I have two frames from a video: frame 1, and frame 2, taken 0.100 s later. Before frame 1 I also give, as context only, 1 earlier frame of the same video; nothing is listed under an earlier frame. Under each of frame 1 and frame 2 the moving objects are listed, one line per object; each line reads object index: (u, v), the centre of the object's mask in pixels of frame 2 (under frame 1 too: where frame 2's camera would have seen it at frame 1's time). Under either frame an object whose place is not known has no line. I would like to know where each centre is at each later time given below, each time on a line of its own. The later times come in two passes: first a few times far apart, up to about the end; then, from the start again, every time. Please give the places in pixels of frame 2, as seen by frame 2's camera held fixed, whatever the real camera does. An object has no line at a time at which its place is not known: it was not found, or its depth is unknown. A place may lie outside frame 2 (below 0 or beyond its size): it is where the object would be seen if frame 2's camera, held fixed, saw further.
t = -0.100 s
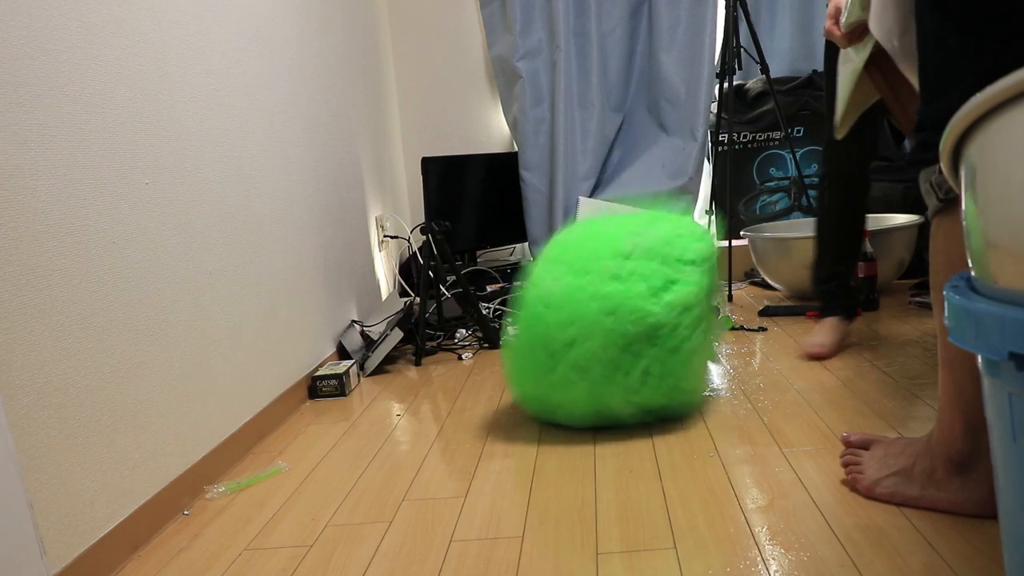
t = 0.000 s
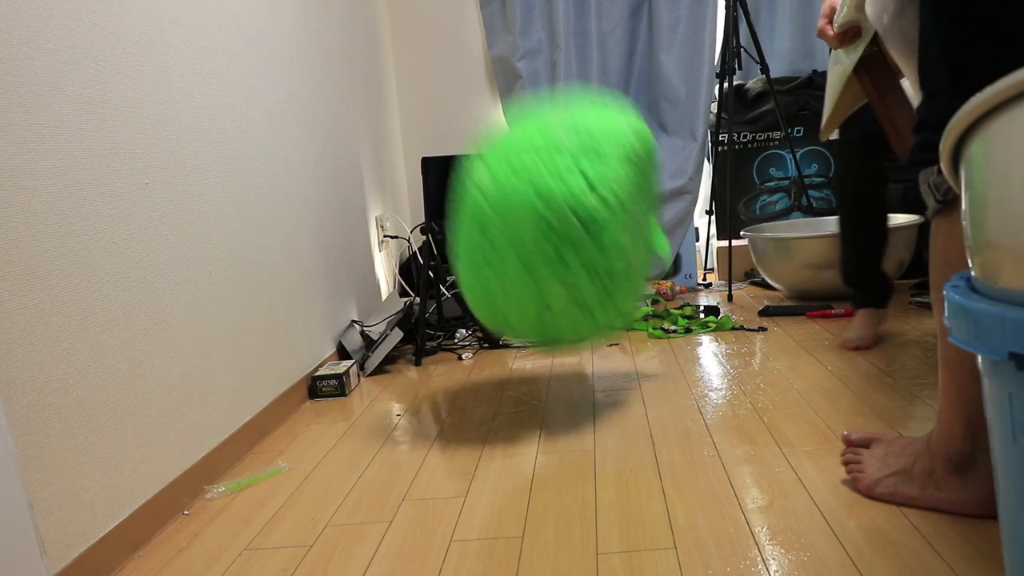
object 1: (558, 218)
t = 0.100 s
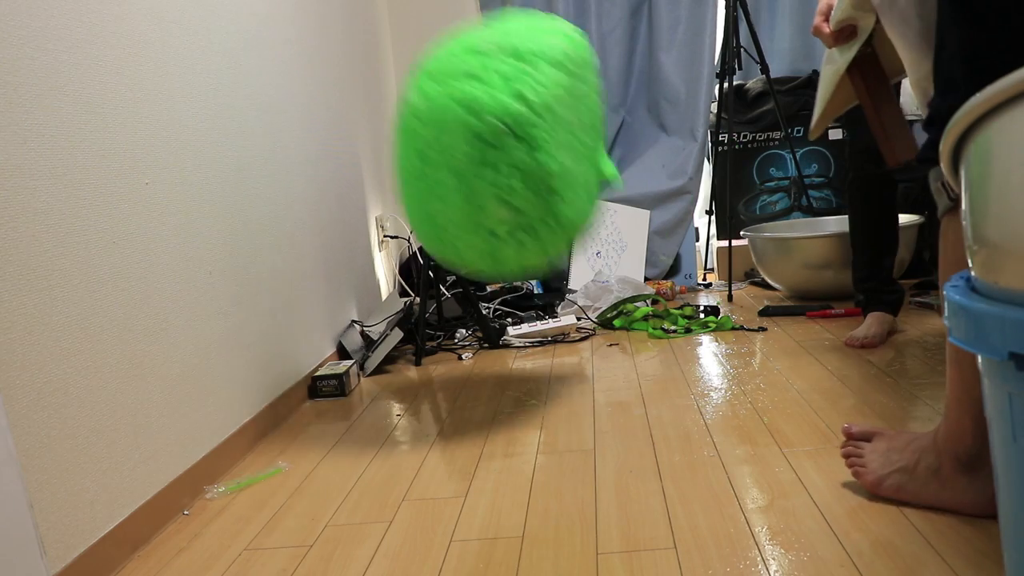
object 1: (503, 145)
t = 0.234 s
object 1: (437, 124)
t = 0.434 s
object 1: (361, 243)
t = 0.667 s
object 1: (411, 229)
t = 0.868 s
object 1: (473, 225)
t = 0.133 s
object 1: (485, 132)
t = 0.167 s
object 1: (469, 124)
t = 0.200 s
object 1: (452, 120)
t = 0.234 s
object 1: (437, 124)
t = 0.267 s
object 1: (423, 128)
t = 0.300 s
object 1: (409, 140)
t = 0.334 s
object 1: (396, 157)
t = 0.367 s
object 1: (383, 182)
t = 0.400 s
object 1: (370, 209)
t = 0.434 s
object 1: (361, 243)
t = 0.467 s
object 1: (351, 281)
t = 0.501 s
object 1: (363, 317)
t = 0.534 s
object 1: (370, 327)
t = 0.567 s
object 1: (377, 301)
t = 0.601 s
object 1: (389, 269)
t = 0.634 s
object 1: (402, 247)
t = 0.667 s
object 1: (411, 229)
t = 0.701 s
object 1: (422, 217)
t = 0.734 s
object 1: (431, 211)
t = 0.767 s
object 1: (442, 207)
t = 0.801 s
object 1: (451, 210)
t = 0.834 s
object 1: (462, 217)
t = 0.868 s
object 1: (473, 225)
